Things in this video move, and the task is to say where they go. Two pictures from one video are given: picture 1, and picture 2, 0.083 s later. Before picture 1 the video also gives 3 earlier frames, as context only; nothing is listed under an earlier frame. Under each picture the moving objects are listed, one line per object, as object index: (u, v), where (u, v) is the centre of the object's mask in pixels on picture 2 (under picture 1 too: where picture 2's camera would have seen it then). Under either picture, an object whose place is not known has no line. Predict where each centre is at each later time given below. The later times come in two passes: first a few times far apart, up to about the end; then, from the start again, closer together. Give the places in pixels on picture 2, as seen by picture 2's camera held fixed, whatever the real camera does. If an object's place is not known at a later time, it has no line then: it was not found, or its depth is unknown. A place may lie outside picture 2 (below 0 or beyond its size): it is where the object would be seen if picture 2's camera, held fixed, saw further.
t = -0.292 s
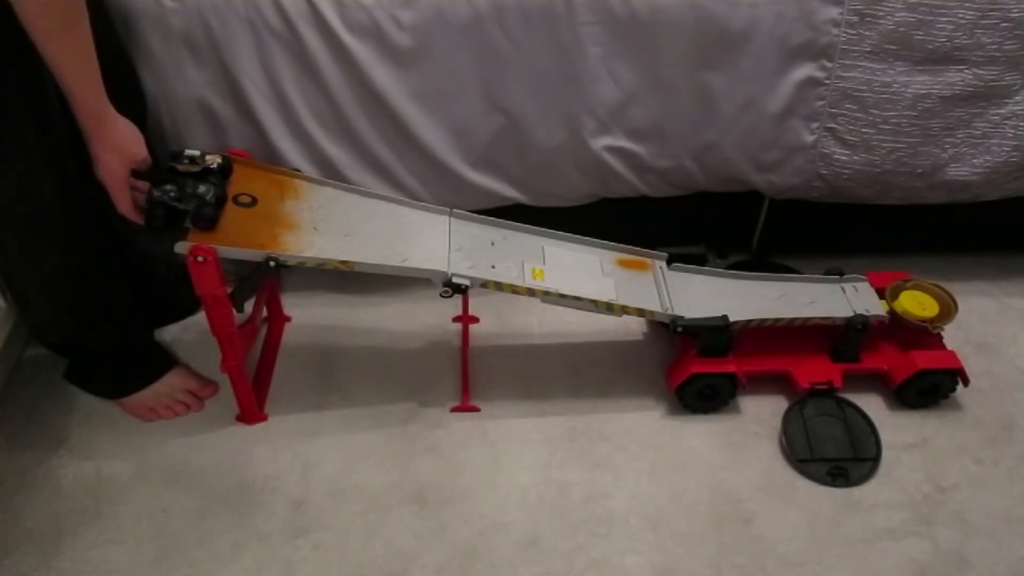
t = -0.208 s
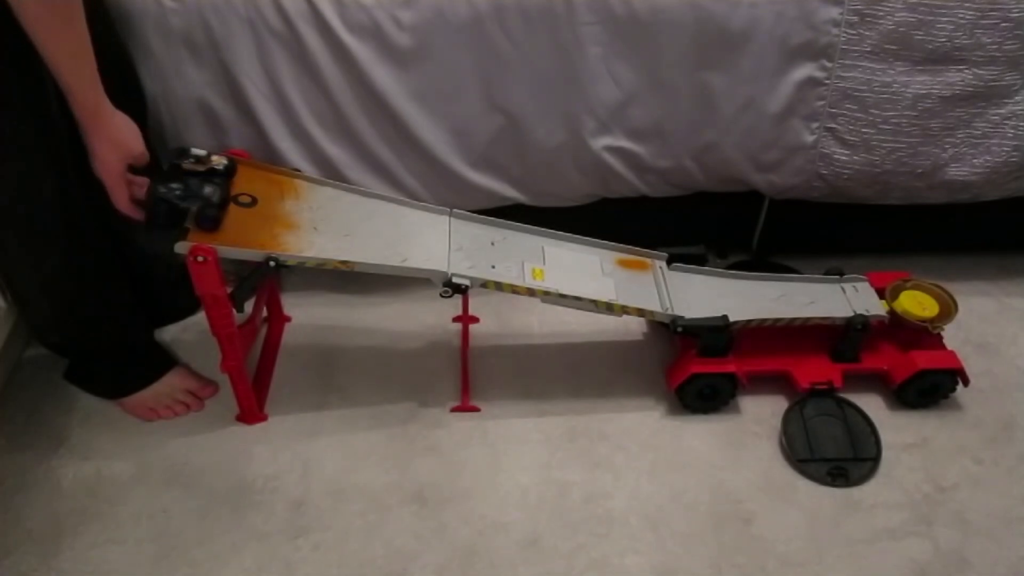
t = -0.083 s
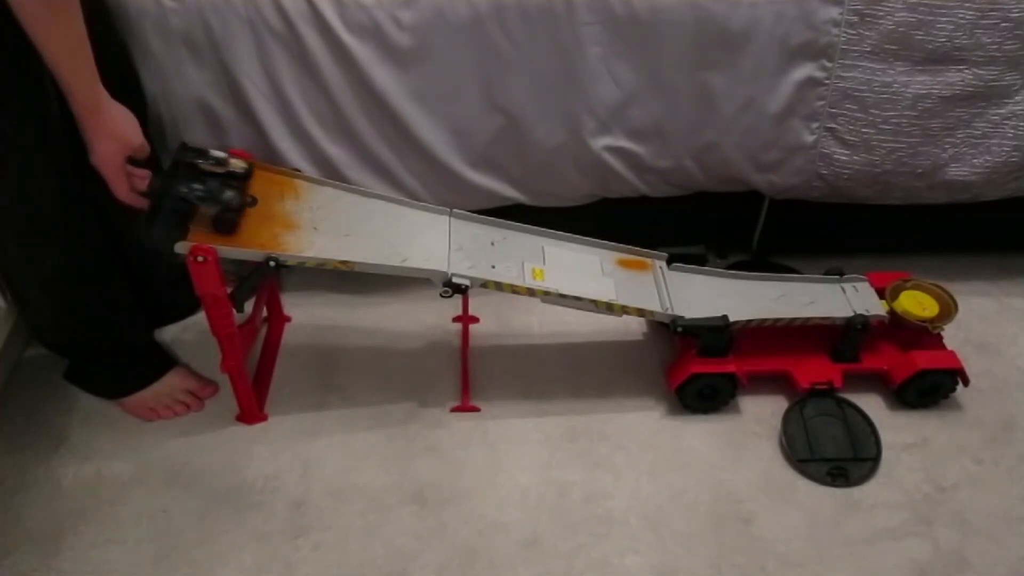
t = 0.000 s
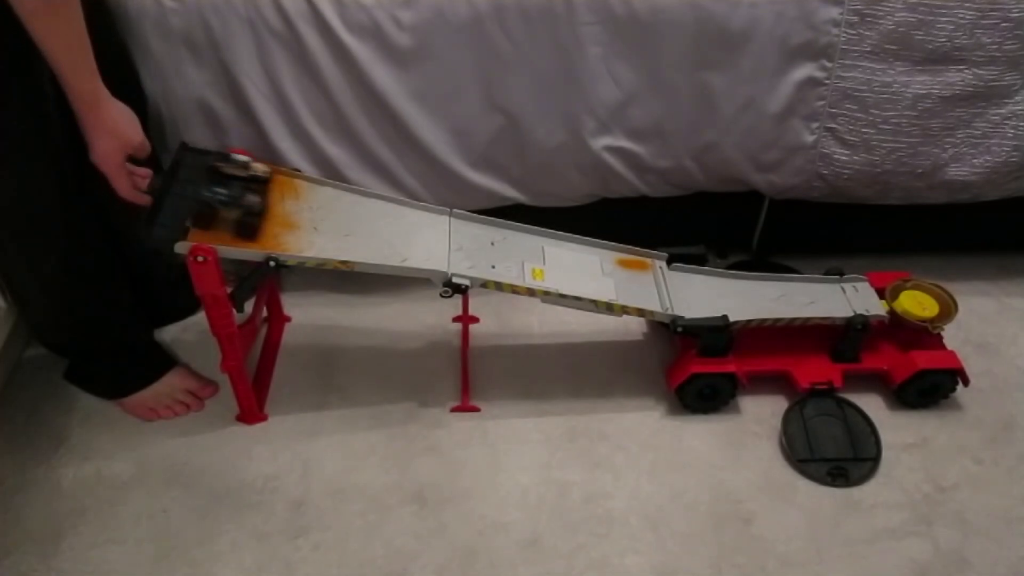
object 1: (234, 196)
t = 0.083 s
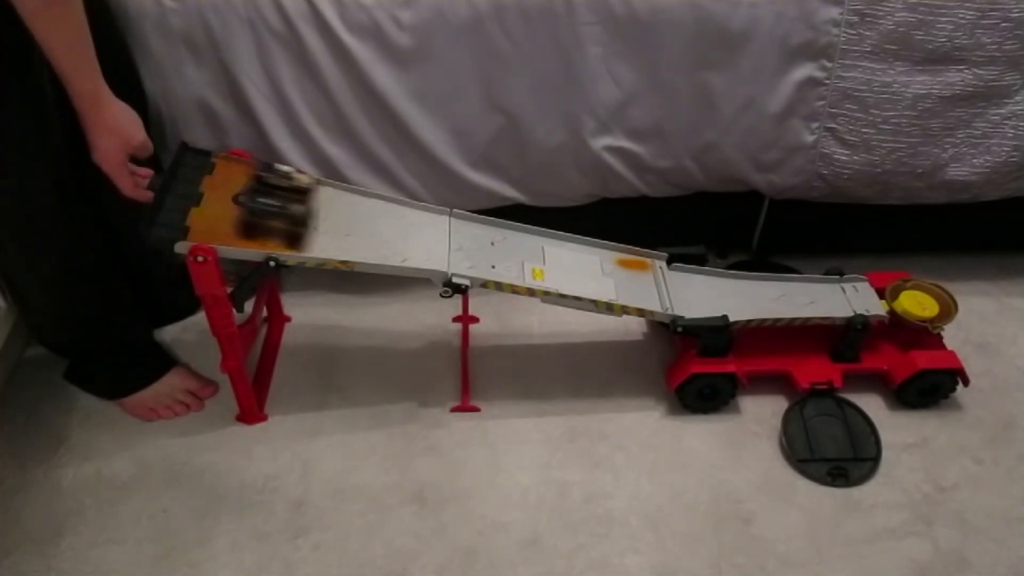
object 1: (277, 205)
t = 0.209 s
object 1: (334, 218)
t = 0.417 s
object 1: (450, 235)
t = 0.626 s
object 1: (586, 259)
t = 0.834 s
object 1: (733, 291)
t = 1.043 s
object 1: (865, 297)
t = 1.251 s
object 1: (906, 292)
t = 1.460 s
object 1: (921, 298)
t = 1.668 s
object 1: (920, 298)
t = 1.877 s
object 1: (920, 298)
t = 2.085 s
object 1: (920, 298)
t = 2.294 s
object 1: (921, 299)
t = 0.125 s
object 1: (295, 210)
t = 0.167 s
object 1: (313, 214)
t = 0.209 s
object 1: (334, 218)
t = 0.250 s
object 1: (354, 223)
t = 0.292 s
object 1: (377, 224)
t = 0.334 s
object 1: (400, 227)
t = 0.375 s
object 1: (425, 231)
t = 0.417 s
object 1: (450, 235)
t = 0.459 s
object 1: (475, 239)
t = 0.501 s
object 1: (501, 244)
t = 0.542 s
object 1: (528, 249)
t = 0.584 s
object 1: (556, 254)
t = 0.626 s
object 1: (586, 259)
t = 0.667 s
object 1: (615, 264)
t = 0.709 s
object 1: (644, 270)
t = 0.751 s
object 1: (676, 275)
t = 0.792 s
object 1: (701, 284)
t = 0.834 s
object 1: (733, 291)
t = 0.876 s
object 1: (758, 289)
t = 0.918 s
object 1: (787, 287)
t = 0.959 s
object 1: (809, 284)
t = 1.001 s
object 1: (855, 299)
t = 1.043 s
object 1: (865, 297)
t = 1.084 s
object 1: (875, 296)
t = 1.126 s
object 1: (883, 295)
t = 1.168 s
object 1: (891, 293)
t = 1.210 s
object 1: (898, 291)
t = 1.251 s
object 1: (906, 292)
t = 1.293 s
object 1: (915, 294)
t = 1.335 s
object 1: (921, 296)
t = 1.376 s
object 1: (922, 296)
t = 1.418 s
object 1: (922, 297)
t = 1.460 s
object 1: (921, 298)
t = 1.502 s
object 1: (920, 295)
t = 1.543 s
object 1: (921, 298)
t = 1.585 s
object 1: (920, 298)
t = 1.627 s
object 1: (920, 298)
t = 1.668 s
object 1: (920, 298)
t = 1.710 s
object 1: (920, 298)
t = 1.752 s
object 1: (920, 297)
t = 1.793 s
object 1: (920, 298)
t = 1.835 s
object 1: (920, 298)
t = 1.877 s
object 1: (920, 298)
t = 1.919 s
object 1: (920, 298)
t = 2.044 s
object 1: (920, 298)
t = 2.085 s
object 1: (920, 298)
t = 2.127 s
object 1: (920, 298)
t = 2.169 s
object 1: (920, 298)
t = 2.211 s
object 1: (920, 298)
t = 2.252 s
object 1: (920, 298)
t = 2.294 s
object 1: (921, 299)
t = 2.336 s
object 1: (921, 299)
